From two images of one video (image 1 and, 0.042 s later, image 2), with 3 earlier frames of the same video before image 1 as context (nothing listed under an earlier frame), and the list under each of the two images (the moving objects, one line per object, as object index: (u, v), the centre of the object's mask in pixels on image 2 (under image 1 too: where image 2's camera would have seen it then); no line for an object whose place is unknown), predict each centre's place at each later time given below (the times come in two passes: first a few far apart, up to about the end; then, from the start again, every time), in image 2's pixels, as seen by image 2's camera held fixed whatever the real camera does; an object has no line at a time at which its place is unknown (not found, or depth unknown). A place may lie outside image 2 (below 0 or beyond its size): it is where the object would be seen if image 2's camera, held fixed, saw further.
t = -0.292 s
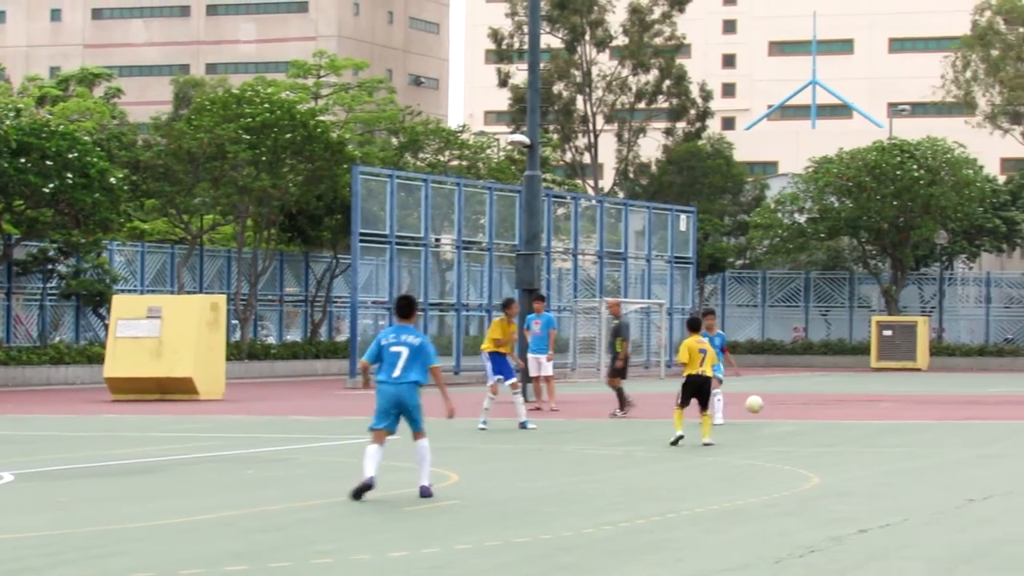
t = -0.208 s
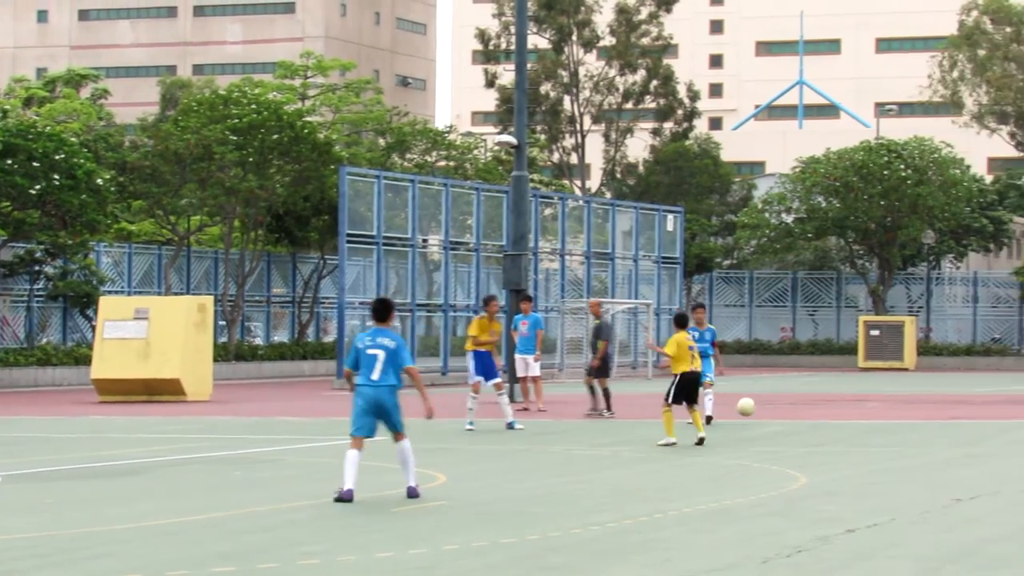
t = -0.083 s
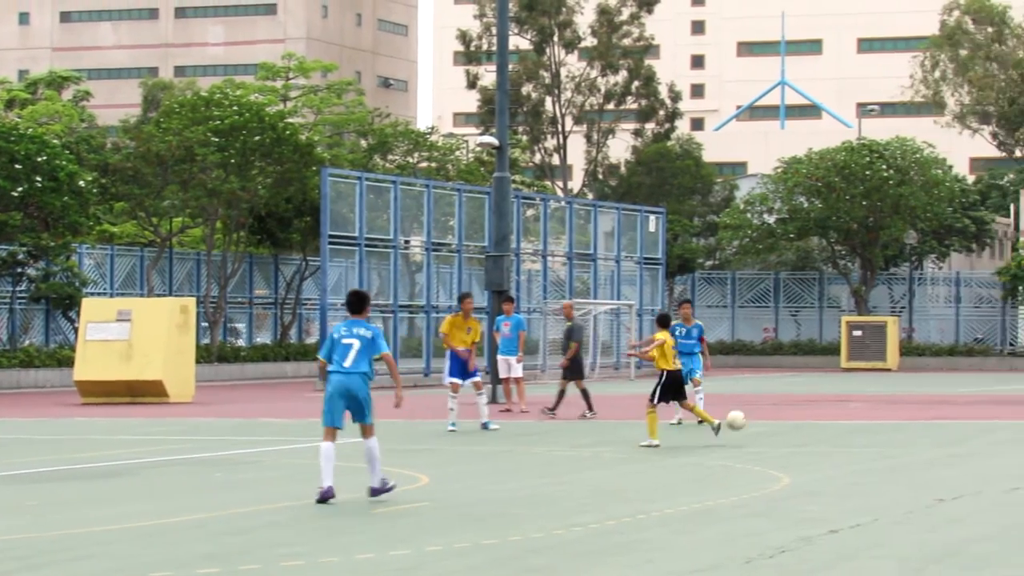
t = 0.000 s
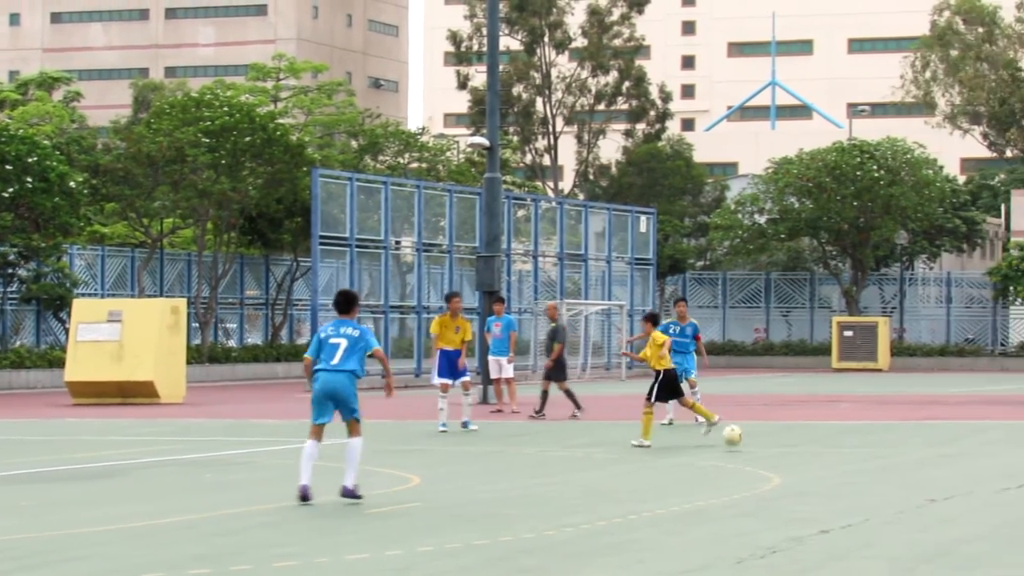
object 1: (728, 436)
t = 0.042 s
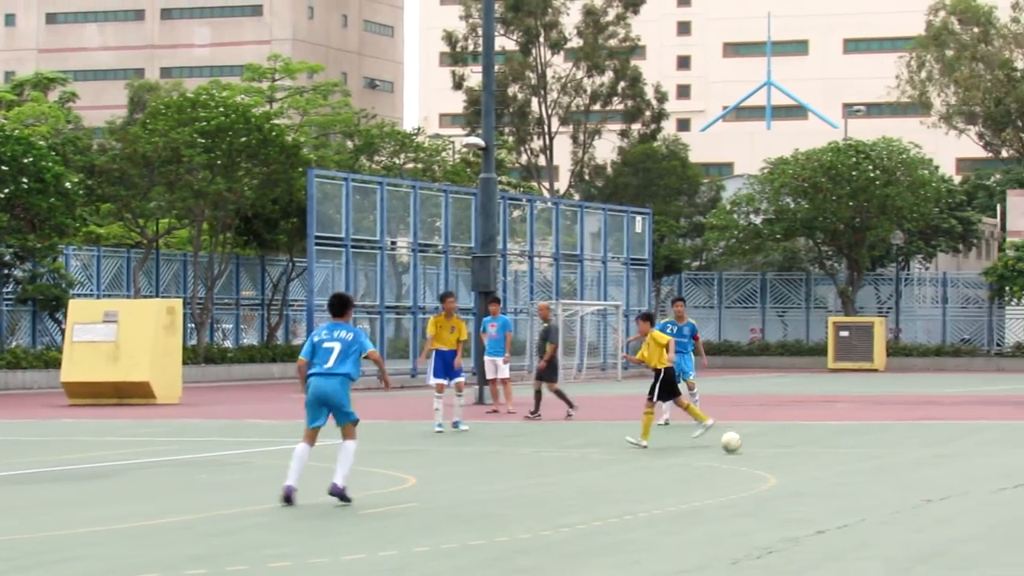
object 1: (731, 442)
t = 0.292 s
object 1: (748, 438)
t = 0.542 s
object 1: (769, 455)
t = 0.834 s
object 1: (799, 475)
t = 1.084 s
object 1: (831, 484)
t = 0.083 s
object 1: (734, 438)
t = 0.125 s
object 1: (736, 435)
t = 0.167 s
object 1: (739, 433)
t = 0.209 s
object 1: (742, 433)
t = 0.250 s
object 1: (745, 435)
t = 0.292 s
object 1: (748, 438)
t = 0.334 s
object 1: (752, 444)
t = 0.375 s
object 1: (755, 451)
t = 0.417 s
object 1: (758, 460)
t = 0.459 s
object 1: (762, 458)
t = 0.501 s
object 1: (766, 456)
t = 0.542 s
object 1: (769, 455)
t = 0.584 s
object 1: (773, 457)
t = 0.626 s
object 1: (777, 461)
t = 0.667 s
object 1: (780, 467)
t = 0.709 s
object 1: (785, 476)
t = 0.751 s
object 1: (790, 474)
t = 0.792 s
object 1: (794, 473)
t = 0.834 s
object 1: (799, 475)
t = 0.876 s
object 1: (804, 478)
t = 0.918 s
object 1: (809, 483)
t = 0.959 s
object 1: (814, 490)
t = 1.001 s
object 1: (820, 486)
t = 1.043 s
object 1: (825, 484)
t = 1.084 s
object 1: (831, 484)
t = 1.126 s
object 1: (836, 488)
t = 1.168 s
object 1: (843, 493)
